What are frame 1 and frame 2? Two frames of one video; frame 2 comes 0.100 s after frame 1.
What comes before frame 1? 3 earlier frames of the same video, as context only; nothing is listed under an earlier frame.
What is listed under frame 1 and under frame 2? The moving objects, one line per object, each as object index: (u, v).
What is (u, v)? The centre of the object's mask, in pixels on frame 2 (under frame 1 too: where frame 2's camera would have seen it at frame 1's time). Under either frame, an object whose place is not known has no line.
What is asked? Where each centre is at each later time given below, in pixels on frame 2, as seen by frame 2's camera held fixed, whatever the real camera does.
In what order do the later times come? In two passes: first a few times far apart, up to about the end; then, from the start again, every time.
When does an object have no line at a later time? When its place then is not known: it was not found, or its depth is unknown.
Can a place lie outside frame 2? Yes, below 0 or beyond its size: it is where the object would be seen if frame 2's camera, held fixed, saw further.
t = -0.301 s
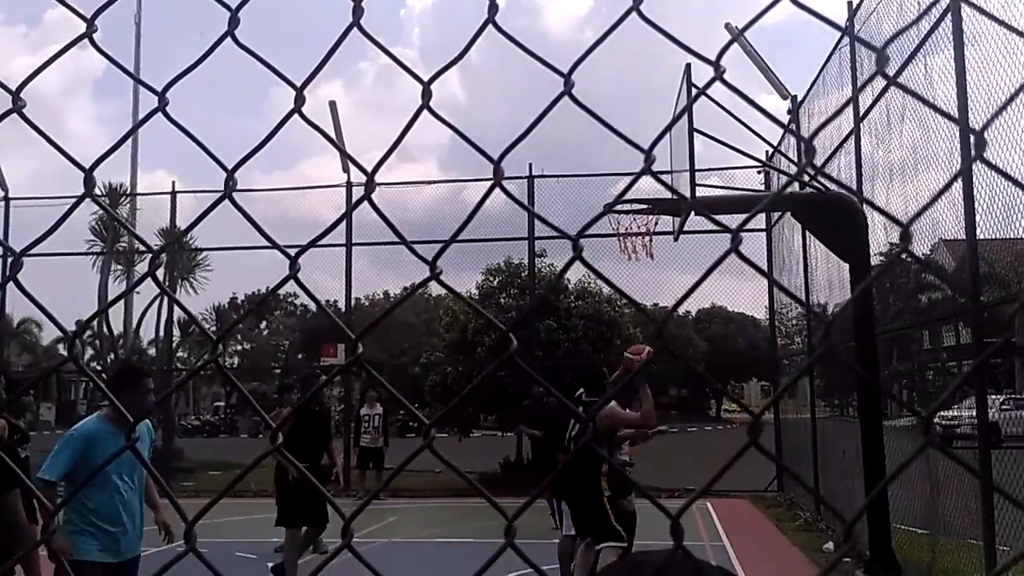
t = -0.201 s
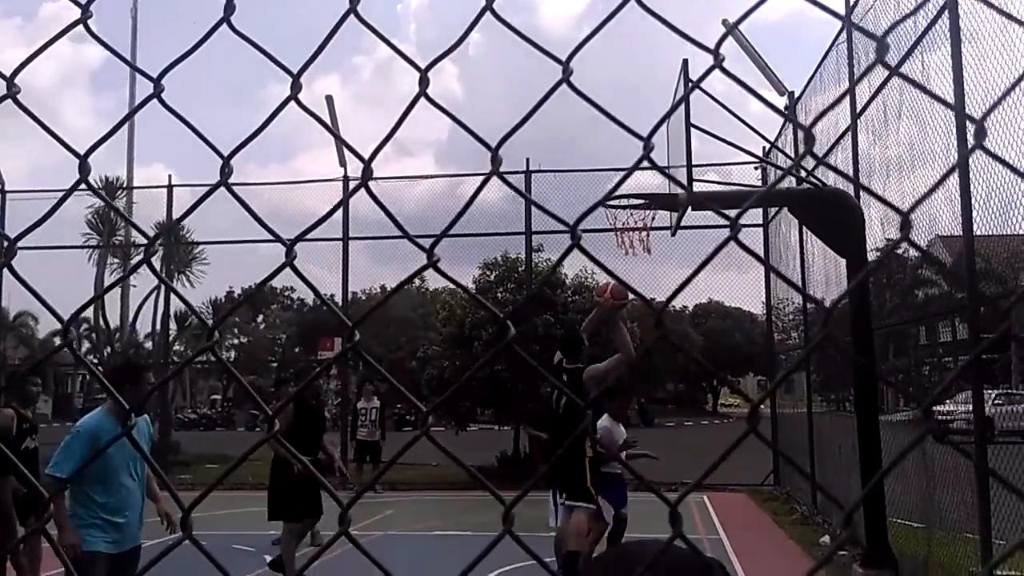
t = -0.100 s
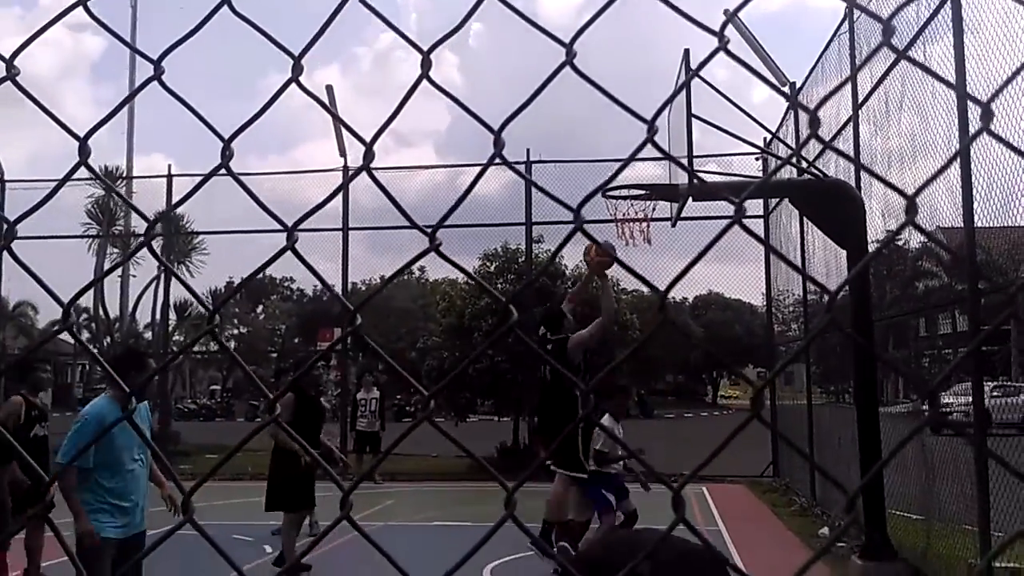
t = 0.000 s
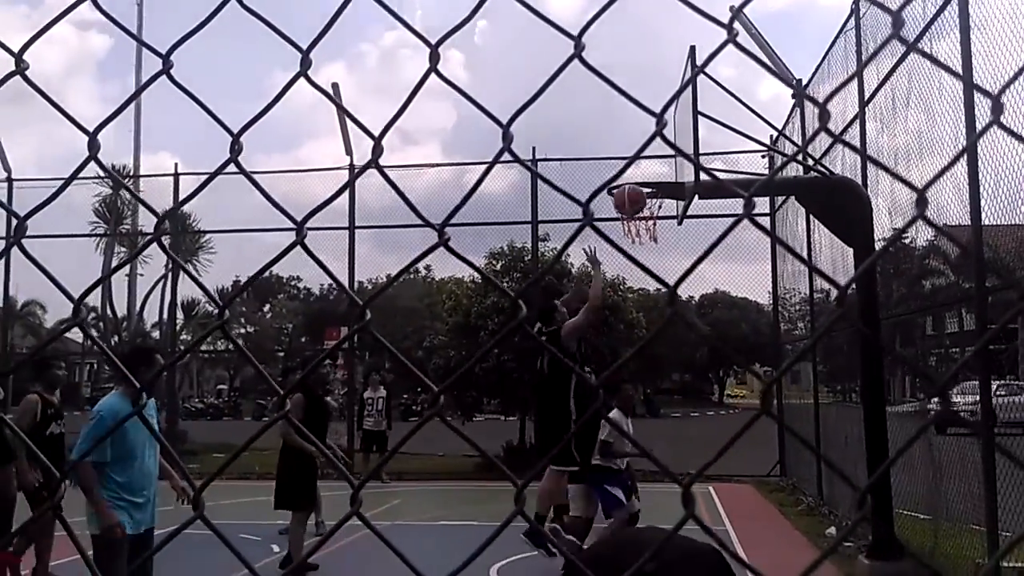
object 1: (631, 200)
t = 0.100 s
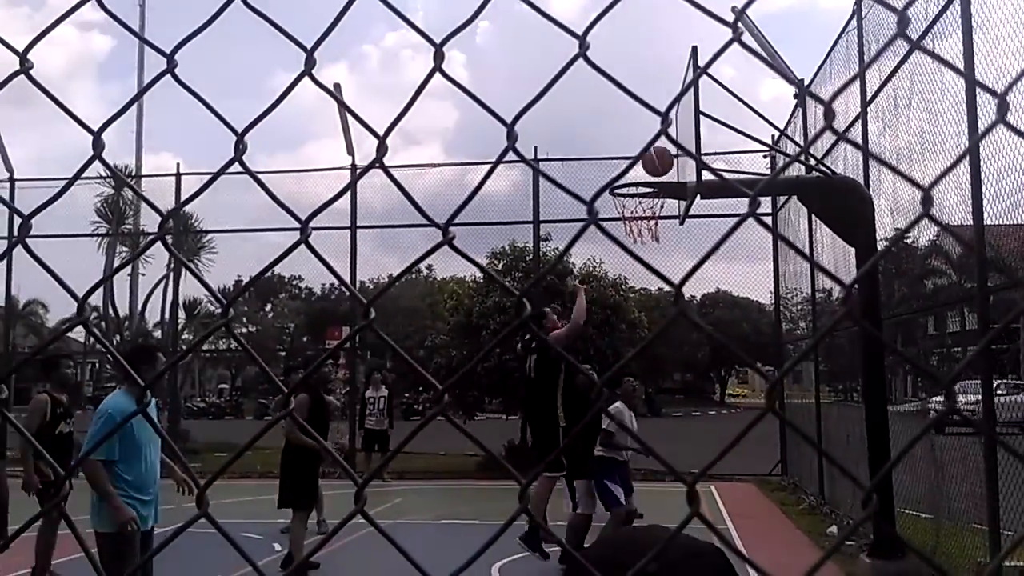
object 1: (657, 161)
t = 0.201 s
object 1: (671, 141)
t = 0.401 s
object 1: (633, 151)
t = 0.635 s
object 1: (601, 159)
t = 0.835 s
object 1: (576, 186)
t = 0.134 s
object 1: (666, 152)
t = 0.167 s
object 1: (674, 144)
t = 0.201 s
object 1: (671, 141)
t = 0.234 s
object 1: (663, 138)
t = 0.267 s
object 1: (657, 139)
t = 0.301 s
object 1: (651, 140)
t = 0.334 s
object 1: (645, 142)
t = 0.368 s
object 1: (639, 146)
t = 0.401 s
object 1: (633, 151)
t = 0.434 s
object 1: (628, 159)
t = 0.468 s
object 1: (622, 167)
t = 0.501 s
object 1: (617, 166)
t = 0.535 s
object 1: (614, 162)
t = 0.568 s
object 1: (611, 159)
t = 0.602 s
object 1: (607, 158)
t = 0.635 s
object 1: (601, 159)
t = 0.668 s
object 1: (597, 160)
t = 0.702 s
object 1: (593, 162)
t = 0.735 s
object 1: (588, 167)
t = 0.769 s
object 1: (584, 172)
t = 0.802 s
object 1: (580, 179)
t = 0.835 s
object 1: (576, 186)
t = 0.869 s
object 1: (572, 191)
